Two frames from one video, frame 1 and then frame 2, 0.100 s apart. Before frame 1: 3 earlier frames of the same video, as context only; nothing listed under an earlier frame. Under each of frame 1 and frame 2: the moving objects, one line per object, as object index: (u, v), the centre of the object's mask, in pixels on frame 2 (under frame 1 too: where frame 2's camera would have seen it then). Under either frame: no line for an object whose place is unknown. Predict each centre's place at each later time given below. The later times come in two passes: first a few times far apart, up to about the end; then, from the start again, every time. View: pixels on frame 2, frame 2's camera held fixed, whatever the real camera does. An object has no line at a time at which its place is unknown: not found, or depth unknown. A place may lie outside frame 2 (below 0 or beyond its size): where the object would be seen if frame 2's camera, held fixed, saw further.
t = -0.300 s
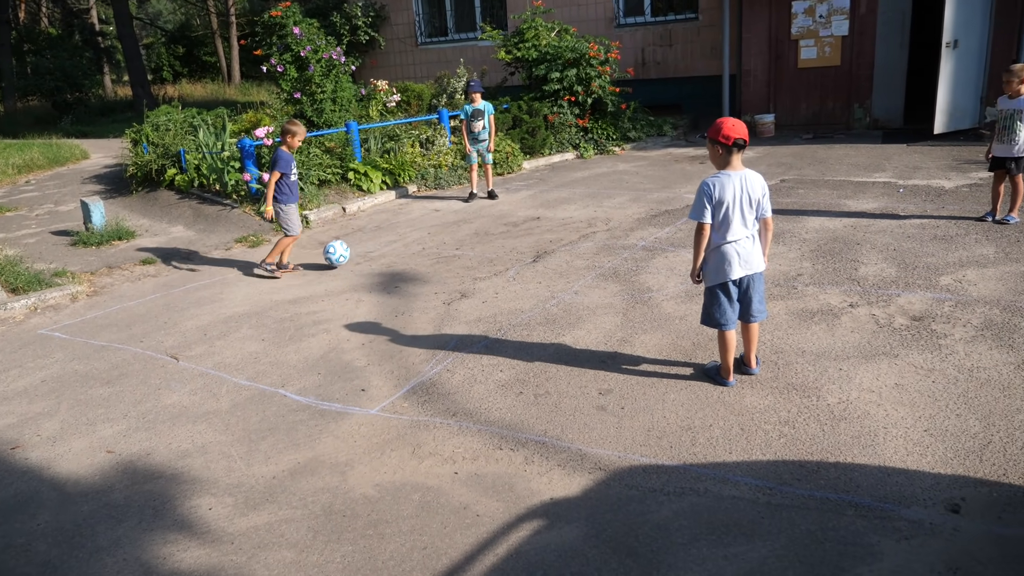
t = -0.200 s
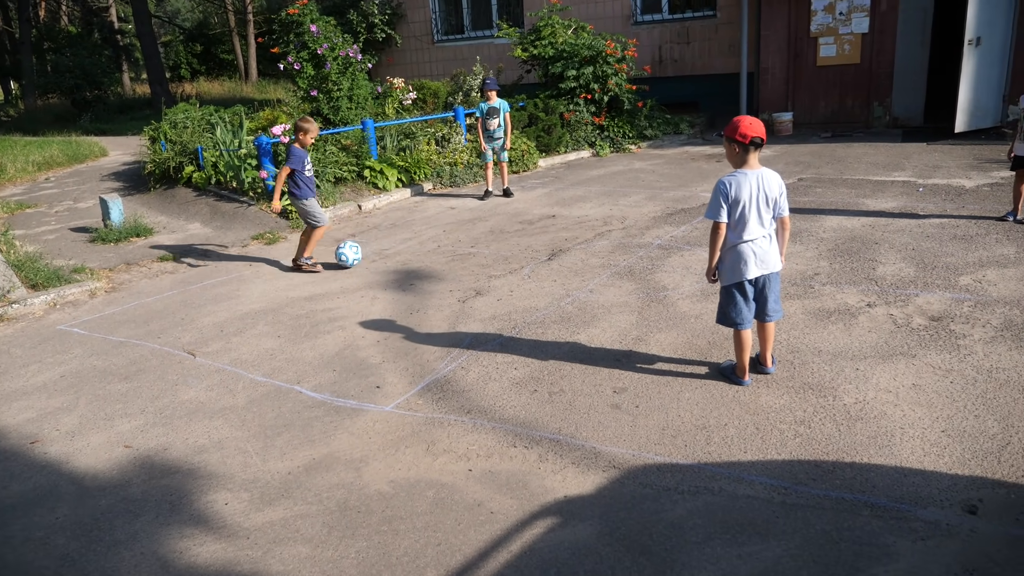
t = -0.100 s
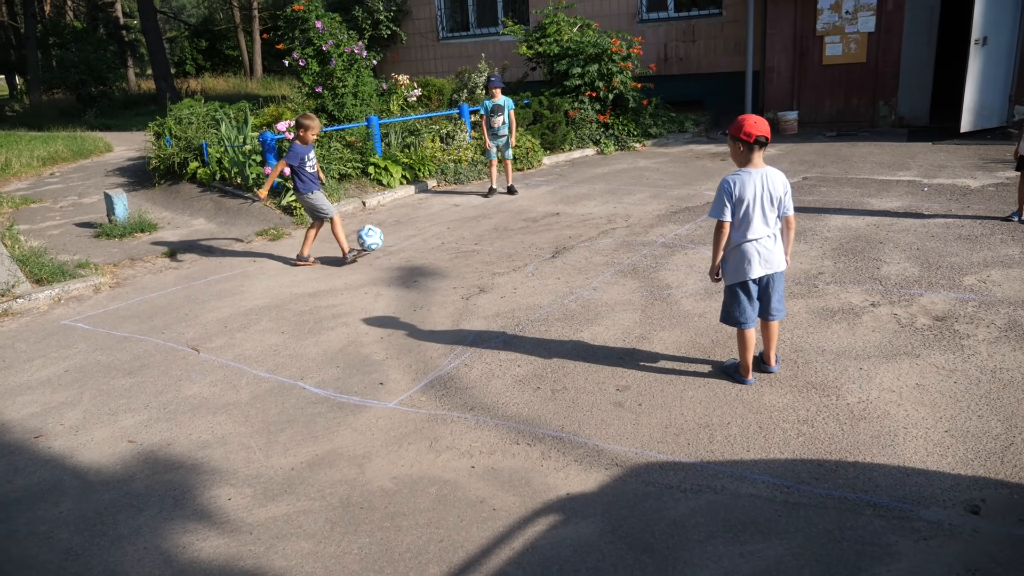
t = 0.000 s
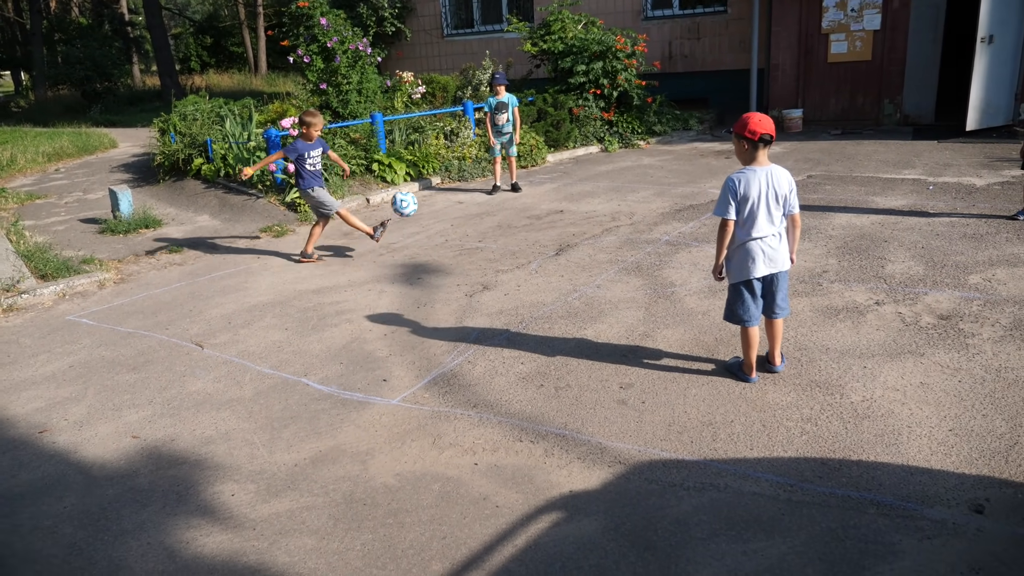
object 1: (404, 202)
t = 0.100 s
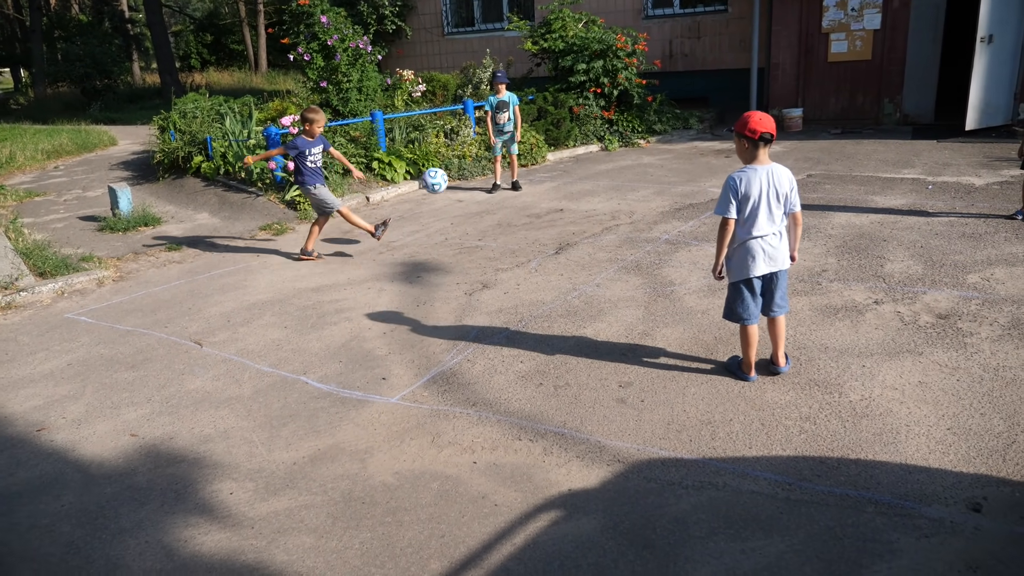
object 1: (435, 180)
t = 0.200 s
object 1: (467, 170)
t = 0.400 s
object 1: (527, 186)
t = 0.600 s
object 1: (576, 205)
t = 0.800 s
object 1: (607, 175)
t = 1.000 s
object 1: (637, 189)
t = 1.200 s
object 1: (665, 193)
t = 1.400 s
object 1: (694, 184)
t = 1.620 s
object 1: (723, 200)
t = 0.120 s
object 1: (442, 177)
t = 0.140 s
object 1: (448, 175)
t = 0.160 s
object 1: (454, 173)
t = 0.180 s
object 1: (460, 171)
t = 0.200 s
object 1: (467, 170)
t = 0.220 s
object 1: (473, 170)
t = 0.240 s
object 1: (479, 170)
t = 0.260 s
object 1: (485, 171)
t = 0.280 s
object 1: (491, 171)
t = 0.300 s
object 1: (497, 173)
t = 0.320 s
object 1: (503, 175)
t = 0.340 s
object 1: (510, 177)
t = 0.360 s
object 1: (516, 179)
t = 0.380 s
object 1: (521, 182)
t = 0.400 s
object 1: (527, 186)
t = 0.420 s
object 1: (533, 190)
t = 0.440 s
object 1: (539, 194)
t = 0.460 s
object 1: (545, 199)
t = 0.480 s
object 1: (551, 205)
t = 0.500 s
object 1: (557, 210)
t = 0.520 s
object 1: (563, 216)
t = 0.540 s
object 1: (568, 222)
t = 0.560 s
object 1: (571, 217)
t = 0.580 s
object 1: (574, 211)
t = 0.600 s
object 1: (576, 205)
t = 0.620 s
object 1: (579, 200)
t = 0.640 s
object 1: (582, 196)
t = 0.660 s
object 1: (585, 192)
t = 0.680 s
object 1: (588, 188)
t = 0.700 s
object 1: (591, 185)
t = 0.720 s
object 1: (594, 182)
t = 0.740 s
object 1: (597, 180)
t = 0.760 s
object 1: (600, 177)
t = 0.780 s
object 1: (603, 176)
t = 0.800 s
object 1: (607, 175)
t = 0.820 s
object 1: (610, 174)
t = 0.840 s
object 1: (613, 174)
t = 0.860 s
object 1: (616, 175)
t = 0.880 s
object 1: (619, 175)
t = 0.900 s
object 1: (622, 176)
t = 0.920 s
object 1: (625, 178)
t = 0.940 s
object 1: (628, 180)
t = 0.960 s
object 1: (631, 183)
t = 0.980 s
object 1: (634, 186)
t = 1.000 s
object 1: (637, 189)
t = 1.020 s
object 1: (640, 193)
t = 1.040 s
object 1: (643, 197)
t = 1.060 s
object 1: (646, 201)
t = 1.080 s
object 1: (648, 206)
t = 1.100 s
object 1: (651, 212)
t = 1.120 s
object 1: (654, 210)
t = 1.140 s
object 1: (657, 204)
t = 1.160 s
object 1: (660, 200)
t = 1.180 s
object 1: (662, 197)
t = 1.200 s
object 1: (665, 193)
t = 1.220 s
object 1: (668, 190)
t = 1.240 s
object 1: (671, 188)
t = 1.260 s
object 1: (674, 186)
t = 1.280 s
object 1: (676, 184)
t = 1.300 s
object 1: (679, 183)
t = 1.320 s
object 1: (682, 182)
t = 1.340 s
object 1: (685, 182)
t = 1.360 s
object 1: (688, 182)
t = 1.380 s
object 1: (691, 183)
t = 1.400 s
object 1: (694, 184)
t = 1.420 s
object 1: (697, 185)
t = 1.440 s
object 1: (700, 187)
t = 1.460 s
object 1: (702, 189)
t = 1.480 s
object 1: (705, 192)
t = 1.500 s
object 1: (708, 195)
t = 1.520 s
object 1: (710, 199)
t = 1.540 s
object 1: (713, 203)
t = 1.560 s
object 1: (716, 207)
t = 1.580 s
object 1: (718, 207)
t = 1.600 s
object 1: (720, 203)
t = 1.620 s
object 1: (723, 200)
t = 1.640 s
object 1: (724, 196)
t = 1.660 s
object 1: (727, 193)
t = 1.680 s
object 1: (729, 191)
